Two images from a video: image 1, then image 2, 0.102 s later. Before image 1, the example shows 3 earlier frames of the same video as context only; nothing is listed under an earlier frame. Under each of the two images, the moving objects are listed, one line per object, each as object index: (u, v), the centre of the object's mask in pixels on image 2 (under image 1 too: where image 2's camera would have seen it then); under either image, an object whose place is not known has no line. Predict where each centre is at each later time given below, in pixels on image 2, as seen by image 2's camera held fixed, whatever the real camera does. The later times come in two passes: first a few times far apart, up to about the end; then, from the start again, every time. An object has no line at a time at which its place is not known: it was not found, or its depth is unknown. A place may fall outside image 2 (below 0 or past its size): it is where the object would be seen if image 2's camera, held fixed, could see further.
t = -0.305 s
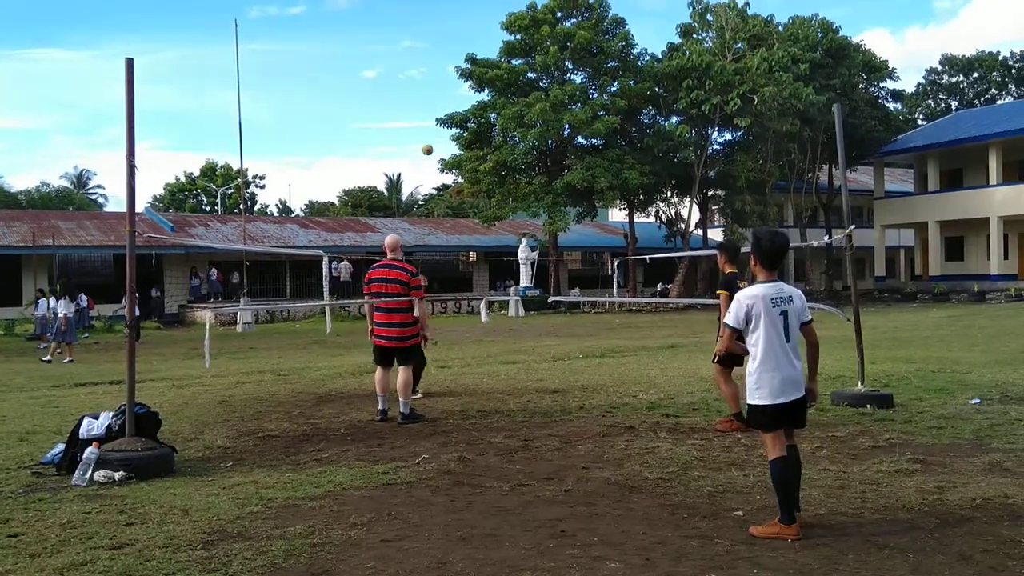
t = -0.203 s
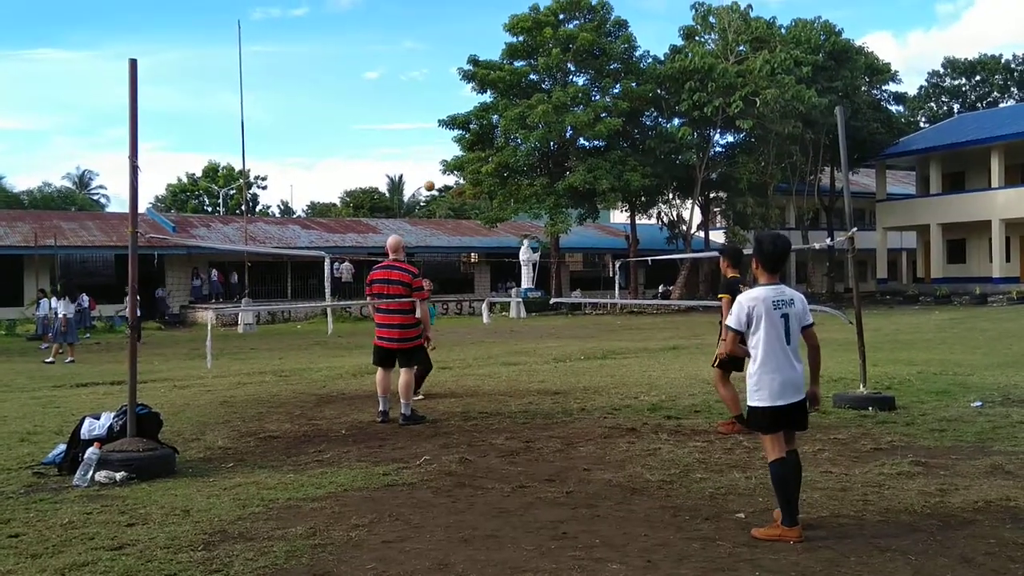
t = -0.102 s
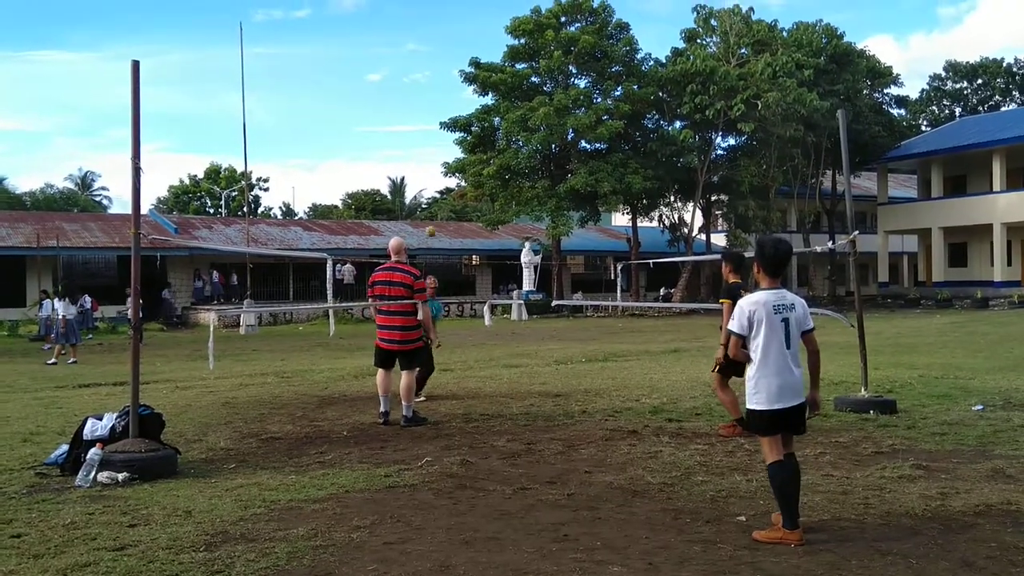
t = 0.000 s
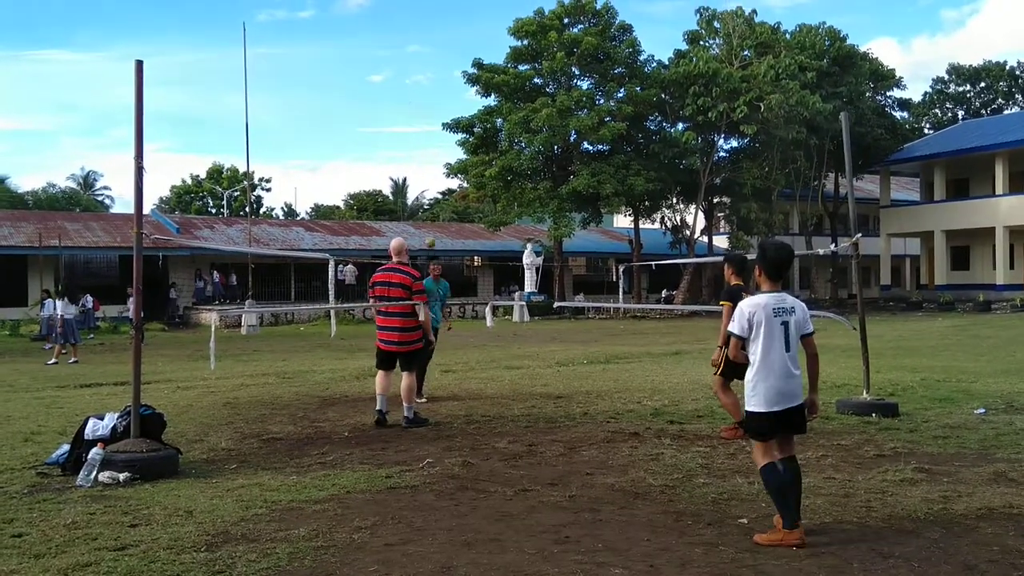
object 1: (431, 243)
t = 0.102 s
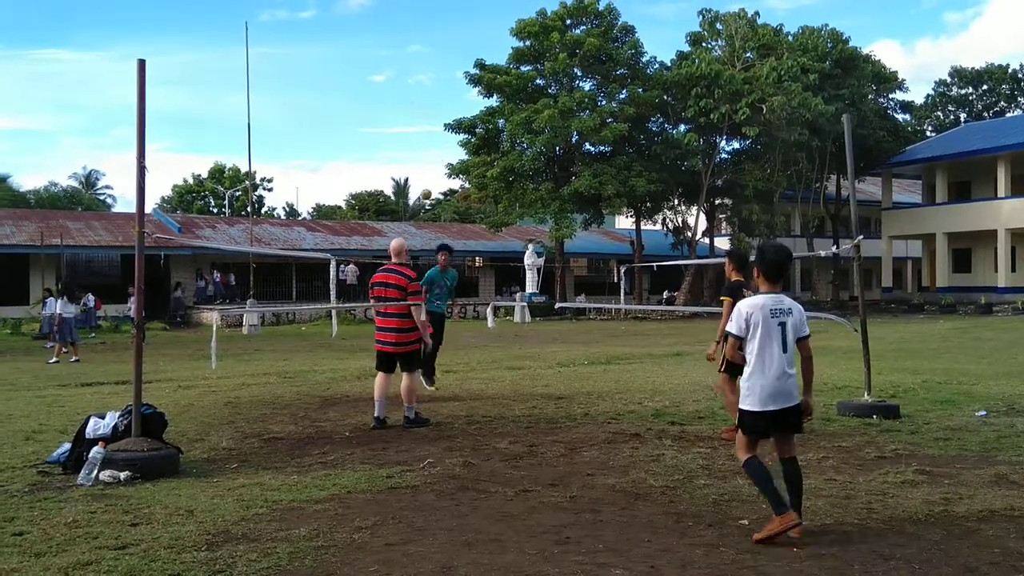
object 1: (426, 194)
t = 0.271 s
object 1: (414, 127)
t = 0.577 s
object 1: (390, 59)
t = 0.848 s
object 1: (365, 75)
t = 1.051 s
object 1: (342, 154)
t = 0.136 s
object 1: (424, 179)
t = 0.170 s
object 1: (421, 165)
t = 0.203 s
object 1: (419, 152)
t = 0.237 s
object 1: (417, 139)
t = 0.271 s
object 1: (414, 127)
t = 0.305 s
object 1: (412, 116)
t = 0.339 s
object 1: (409, 106)
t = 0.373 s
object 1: (407, 97)
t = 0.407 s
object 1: (404, 88)
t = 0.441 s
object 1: (401, 80)
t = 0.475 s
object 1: (399, 73)
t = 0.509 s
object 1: (396, 67)
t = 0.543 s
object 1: (393, 63)
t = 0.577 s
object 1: (390, 59)
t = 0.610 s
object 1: (387, 56)
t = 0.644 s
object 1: (384, 55)
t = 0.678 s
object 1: (381, 55)
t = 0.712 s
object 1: (378, 56)
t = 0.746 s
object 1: (375, 59)
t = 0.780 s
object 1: (372, 63)
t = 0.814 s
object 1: (368, 68)
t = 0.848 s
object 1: (365, 75)
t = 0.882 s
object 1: (361, 84)
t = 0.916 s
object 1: (358, 94)
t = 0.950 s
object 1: (354, 106)
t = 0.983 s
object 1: (350, 120)
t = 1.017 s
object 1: (346, 136)
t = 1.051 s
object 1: (342, 154)
